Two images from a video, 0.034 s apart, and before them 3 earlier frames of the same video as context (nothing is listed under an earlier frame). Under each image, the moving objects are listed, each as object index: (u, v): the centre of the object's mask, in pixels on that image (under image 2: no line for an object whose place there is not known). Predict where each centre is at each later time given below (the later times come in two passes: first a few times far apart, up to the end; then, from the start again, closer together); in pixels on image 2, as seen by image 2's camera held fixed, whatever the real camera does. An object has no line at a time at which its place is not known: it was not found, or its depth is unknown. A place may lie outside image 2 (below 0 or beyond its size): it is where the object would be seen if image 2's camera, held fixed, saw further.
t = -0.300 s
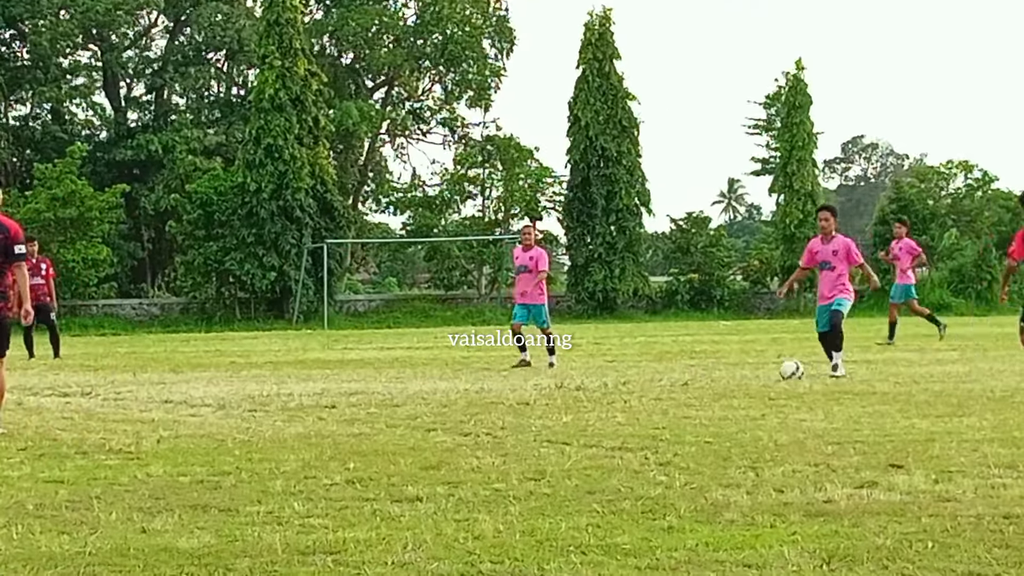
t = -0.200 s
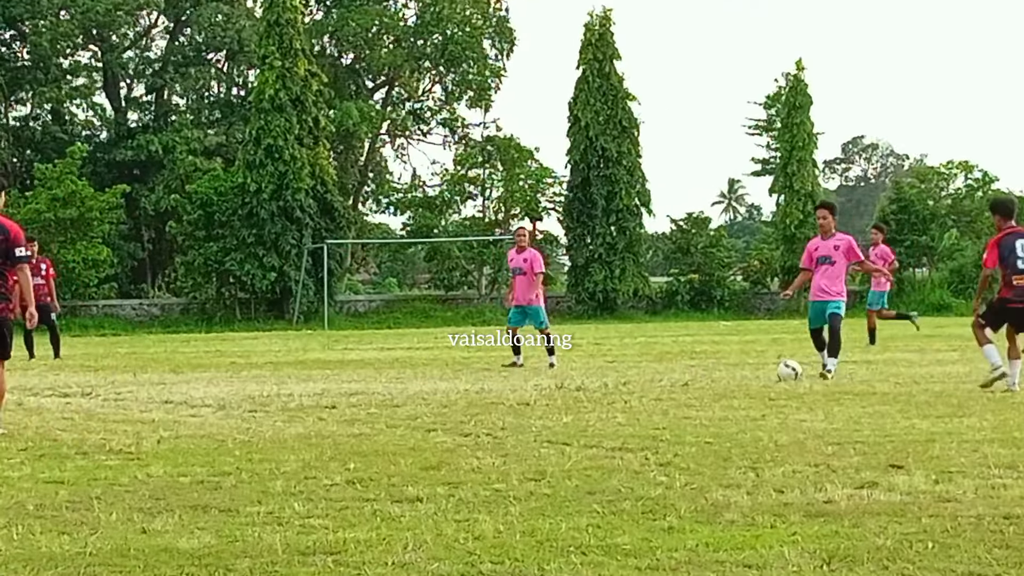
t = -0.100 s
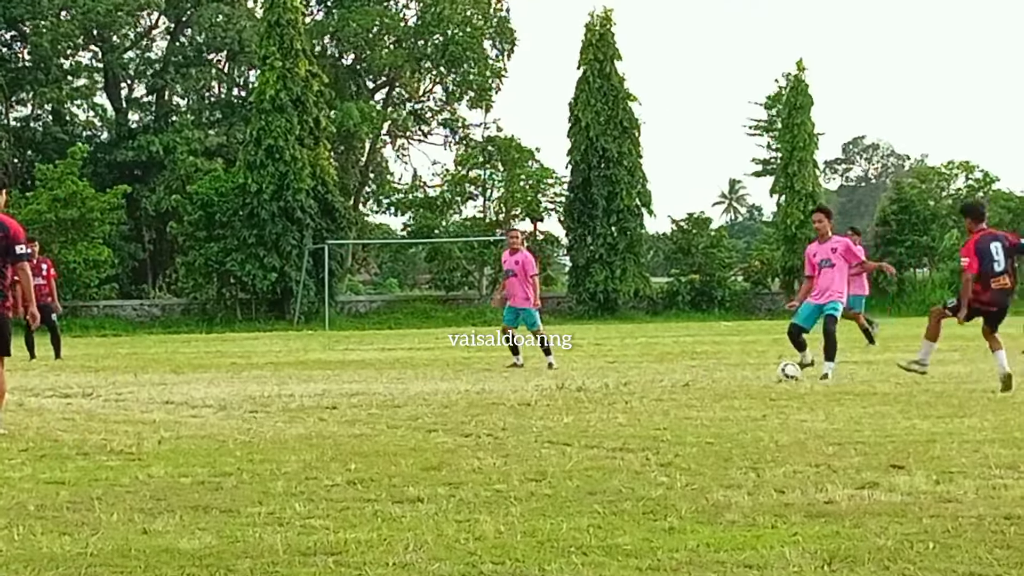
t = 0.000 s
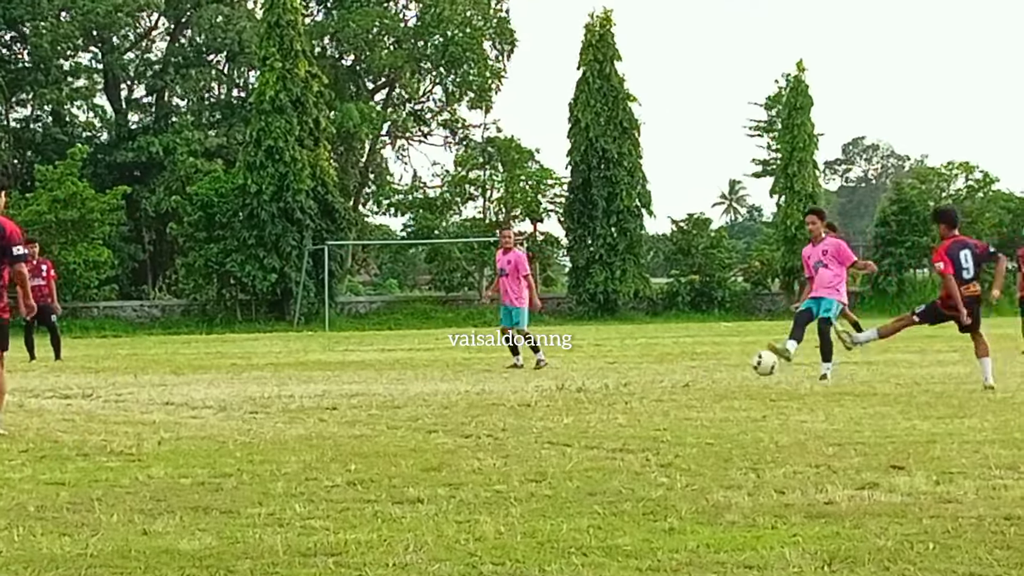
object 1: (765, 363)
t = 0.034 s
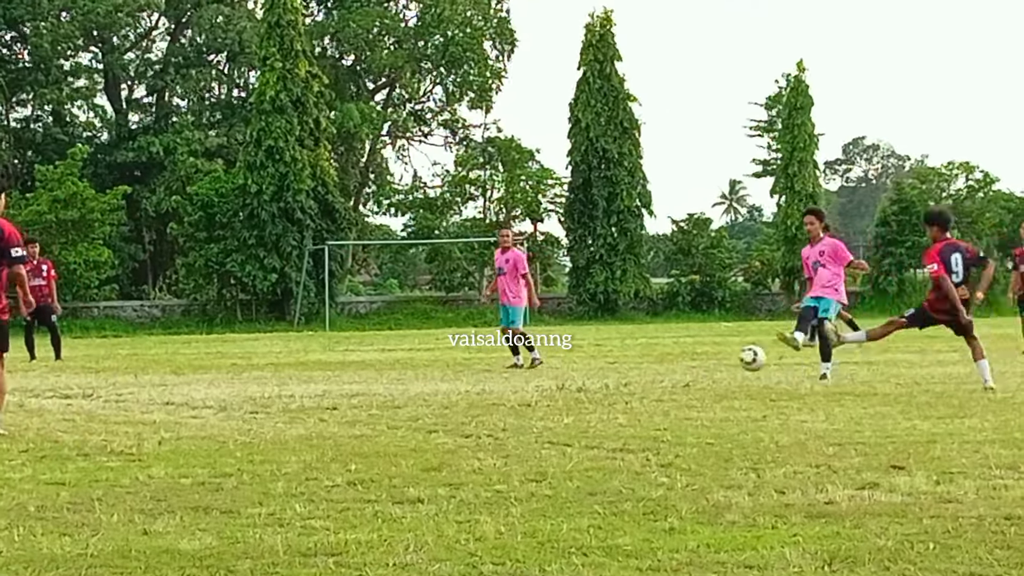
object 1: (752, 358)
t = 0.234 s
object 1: (673, 355)
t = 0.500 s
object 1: (558, 410)
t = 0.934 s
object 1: (380, 448)
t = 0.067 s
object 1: (739, 354)
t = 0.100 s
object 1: (726, 352)
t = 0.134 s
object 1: (713, 350)
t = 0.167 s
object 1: (699, 351)
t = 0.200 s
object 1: (687, 352)
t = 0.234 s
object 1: (673, 355)
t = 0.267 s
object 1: (659, 360)
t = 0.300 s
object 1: (644, 366)
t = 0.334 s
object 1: (629, 374)
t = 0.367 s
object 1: (614, 384)
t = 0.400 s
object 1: (599, 396)
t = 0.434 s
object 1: (584, 411)
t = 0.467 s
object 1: (571, 413)
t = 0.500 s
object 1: (558, 410)
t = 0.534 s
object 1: (545, 409)
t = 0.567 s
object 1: (530, 409)
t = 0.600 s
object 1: (518, 412)
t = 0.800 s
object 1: (437, 442)
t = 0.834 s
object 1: (423, 440)
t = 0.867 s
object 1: (409, 441)
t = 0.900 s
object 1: (395, 443)
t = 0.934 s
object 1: (380, 448)
